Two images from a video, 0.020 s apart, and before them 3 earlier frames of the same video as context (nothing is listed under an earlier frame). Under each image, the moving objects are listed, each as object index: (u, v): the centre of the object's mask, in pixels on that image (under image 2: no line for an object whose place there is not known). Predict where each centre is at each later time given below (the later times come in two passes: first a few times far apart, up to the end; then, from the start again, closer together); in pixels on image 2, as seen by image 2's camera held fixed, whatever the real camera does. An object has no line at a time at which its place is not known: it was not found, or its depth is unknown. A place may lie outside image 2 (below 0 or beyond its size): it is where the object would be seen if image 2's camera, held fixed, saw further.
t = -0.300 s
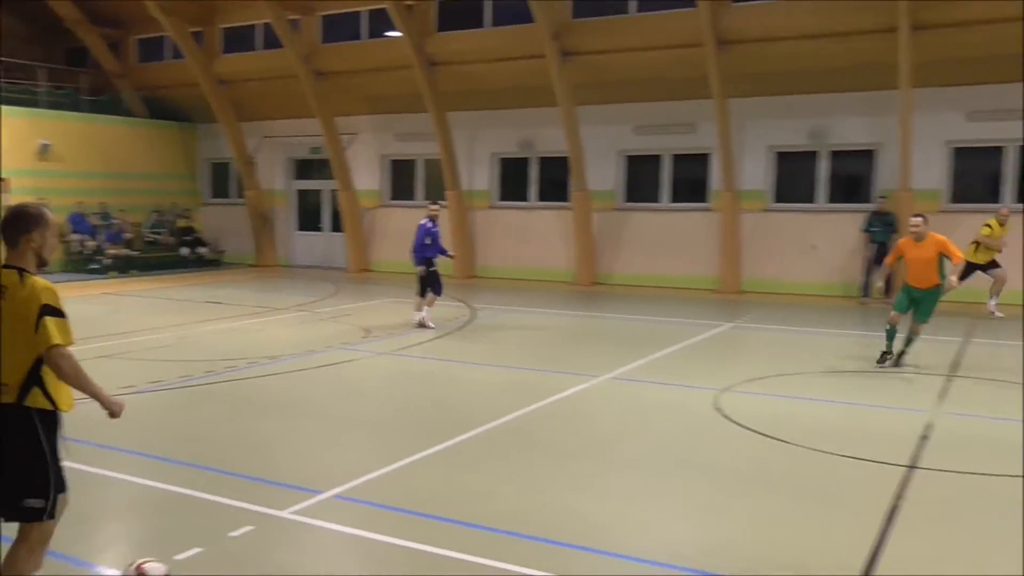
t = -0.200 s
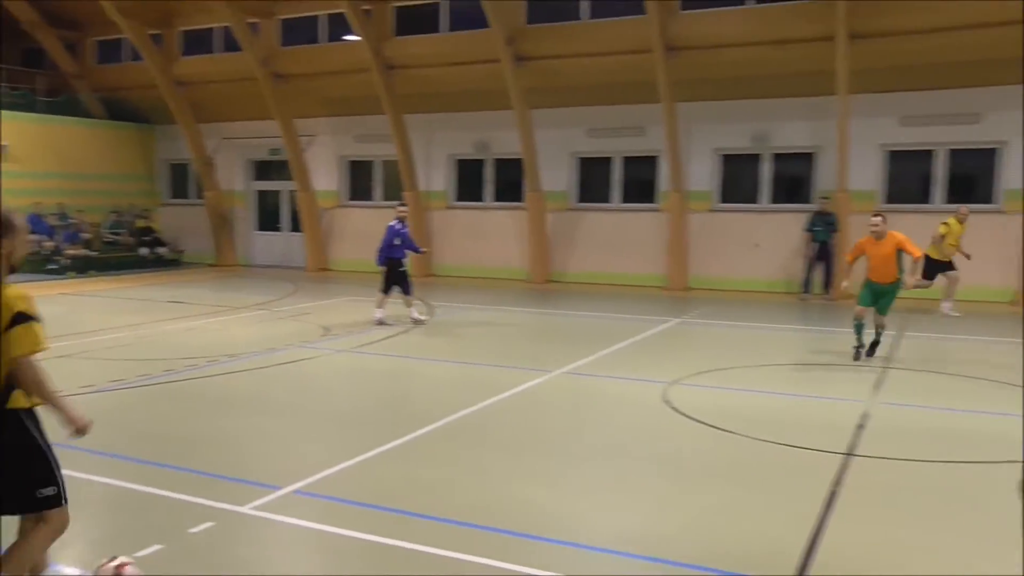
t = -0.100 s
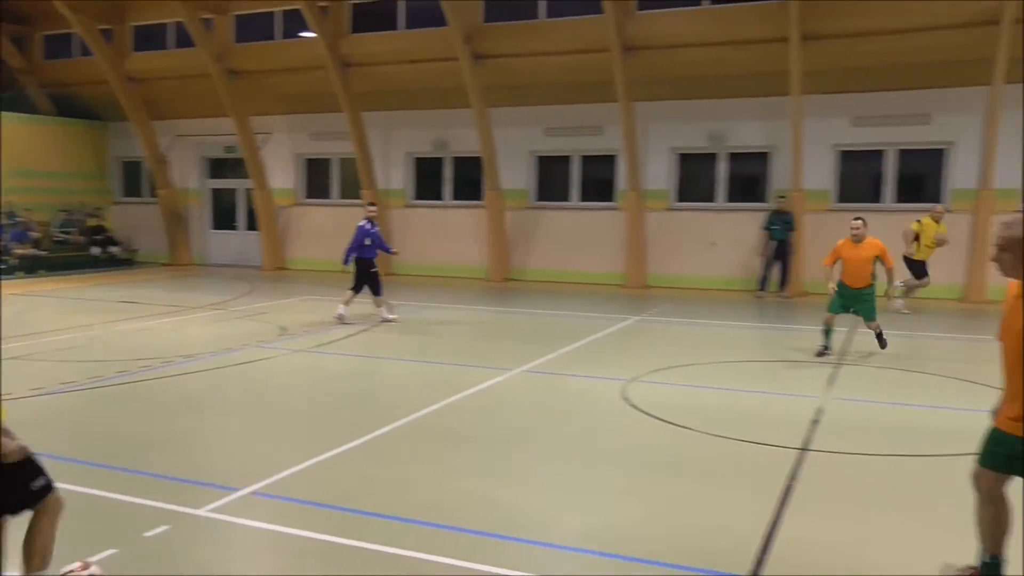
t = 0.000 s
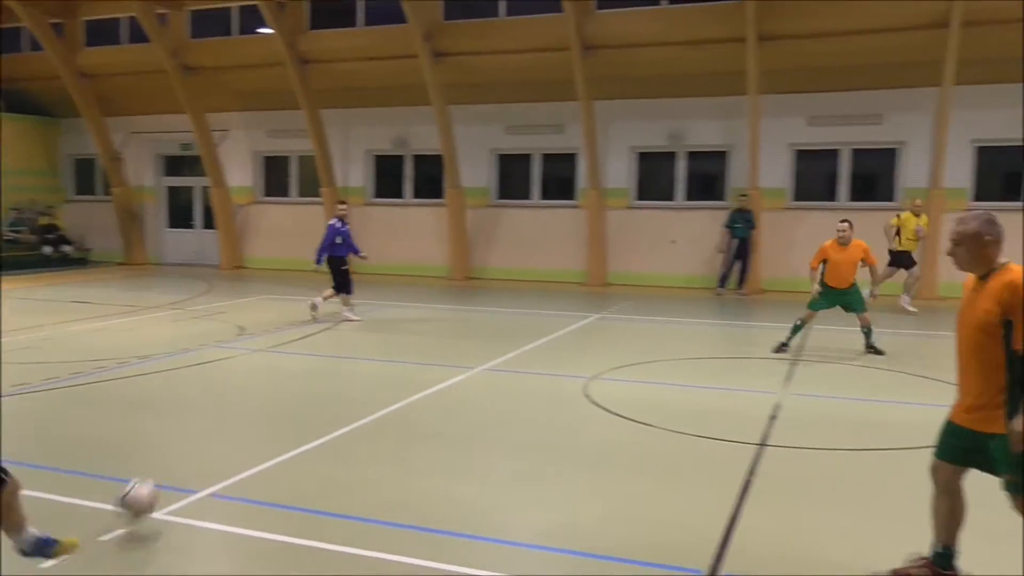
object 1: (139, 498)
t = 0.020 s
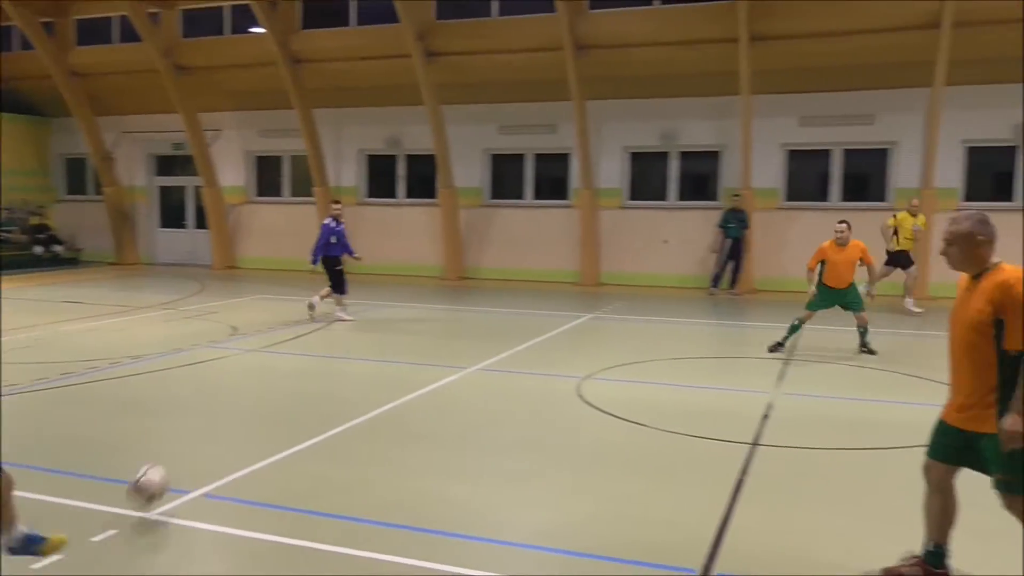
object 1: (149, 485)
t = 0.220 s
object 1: (272, 410)
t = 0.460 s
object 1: (338, 360)
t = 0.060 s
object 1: (181, 462)
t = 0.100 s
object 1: (208, 443)
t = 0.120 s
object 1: (220, 436)
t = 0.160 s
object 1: (243, 425)
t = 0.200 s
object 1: (263, 417)
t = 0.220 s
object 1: (272, 410)
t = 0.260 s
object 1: (285, 396)
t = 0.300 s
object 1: (299, 385)
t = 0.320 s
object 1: (304, 382)
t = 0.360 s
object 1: (315, 377)
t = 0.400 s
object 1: (325, 370)
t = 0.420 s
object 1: (329, 366)
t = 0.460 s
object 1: (338, 360)
